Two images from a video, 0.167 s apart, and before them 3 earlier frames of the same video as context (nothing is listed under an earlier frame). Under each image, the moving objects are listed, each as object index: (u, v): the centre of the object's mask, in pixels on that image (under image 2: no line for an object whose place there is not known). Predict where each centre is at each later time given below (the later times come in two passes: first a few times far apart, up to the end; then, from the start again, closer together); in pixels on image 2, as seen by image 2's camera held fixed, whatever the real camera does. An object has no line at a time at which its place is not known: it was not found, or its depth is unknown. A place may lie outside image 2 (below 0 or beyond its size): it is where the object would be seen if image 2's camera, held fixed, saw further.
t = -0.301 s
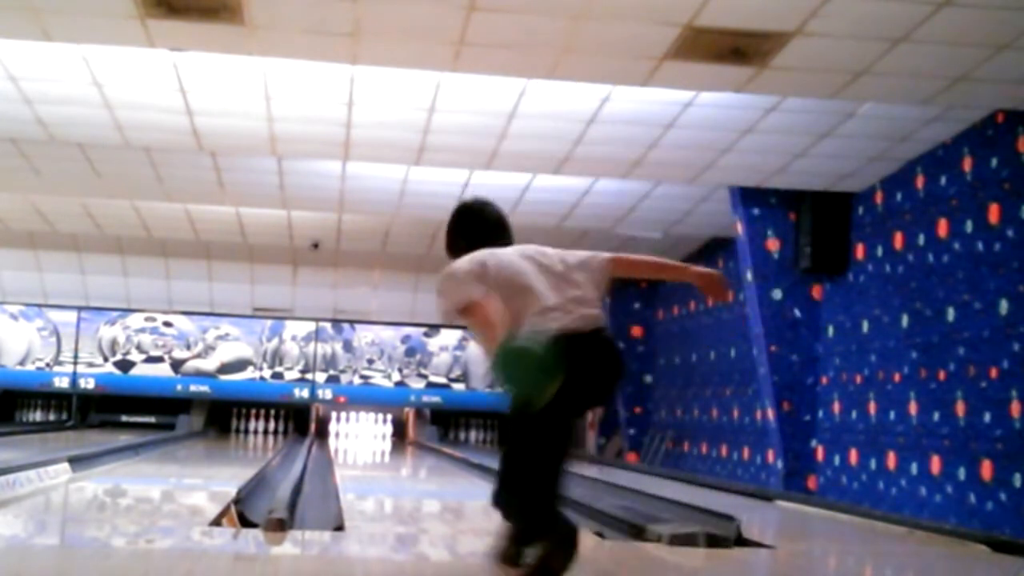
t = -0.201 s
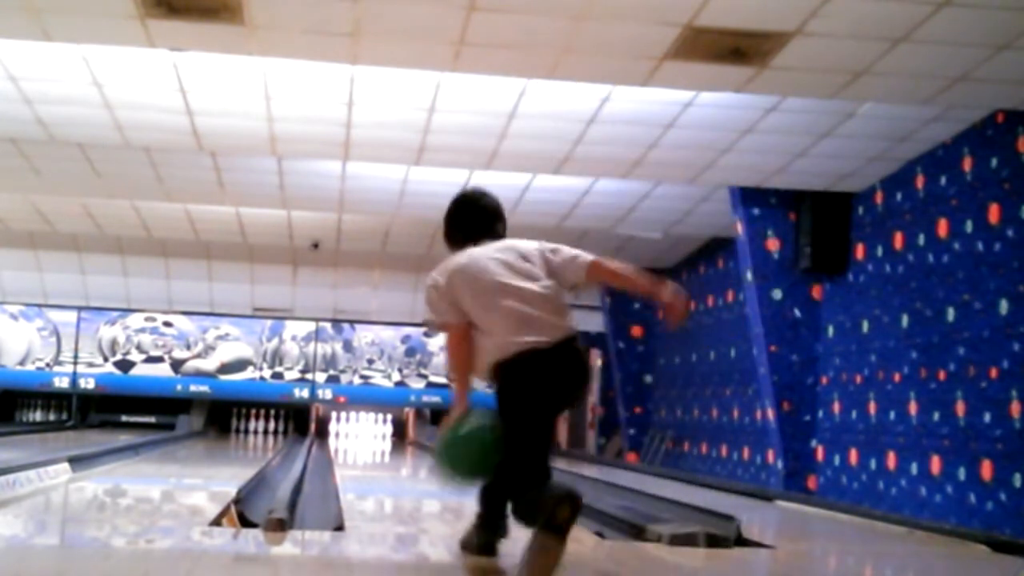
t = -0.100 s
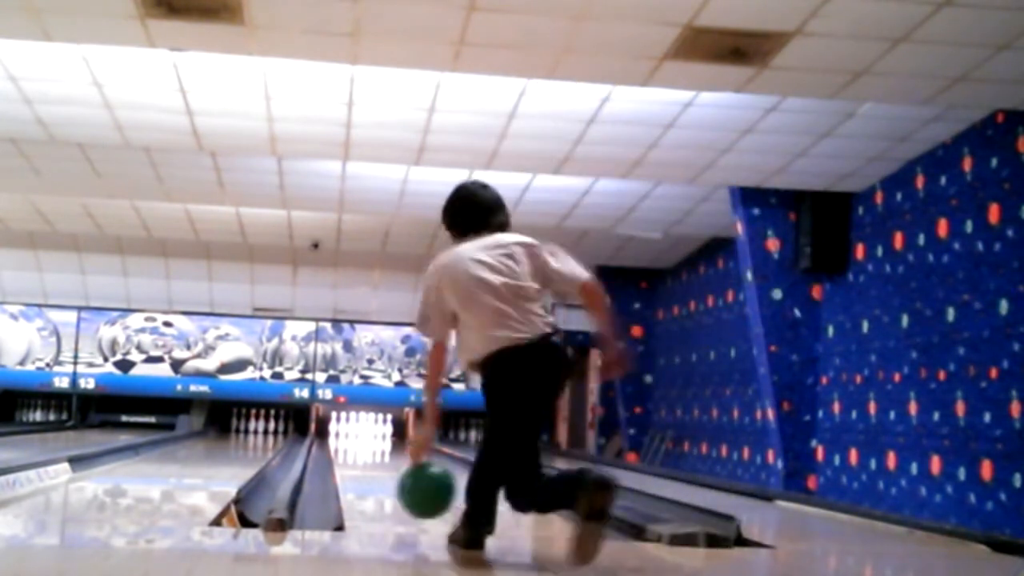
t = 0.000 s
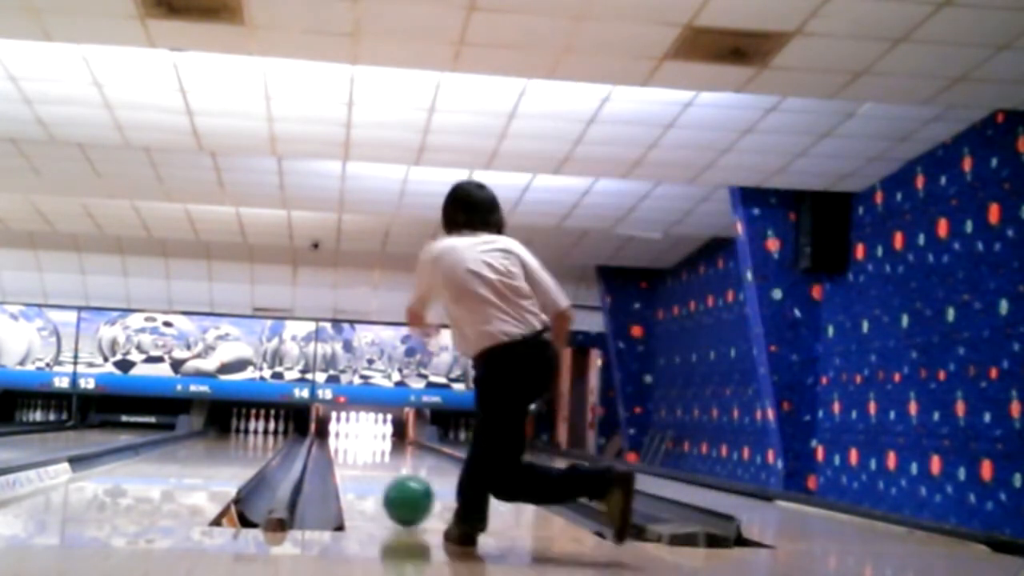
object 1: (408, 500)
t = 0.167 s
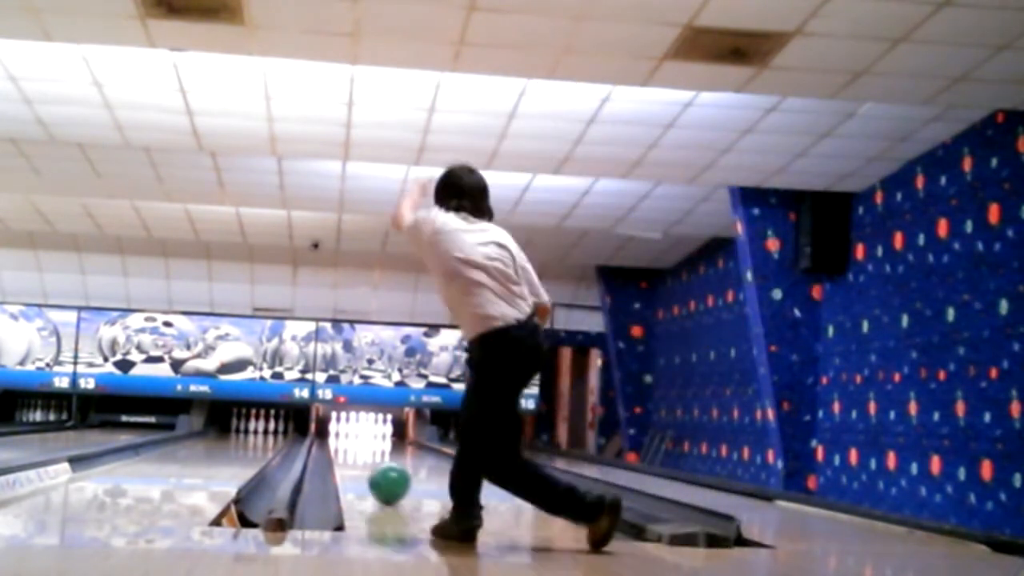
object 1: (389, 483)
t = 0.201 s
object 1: (386, 481)
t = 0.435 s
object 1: (369, 466)
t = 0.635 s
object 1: (361, 458)
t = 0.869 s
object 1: (355, 451)
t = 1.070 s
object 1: (349, 446)
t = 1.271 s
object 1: (347, 441)
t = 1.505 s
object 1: (344, 438)
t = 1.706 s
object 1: (343, 436)
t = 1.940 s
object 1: (343, 434)
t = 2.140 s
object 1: (343, 433)
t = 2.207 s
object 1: (343, 433)
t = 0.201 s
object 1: (386, 481)
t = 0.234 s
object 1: (383, 479)
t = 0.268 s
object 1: (381, 476)
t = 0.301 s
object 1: (378, 473)
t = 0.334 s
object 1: (376, 472)
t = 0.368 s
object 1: (374, 471)
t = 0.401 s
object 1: (371, 467)
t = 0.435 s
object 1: (369, 466)
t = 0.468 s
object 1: (368, 464)
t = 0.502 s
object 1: (367, 463)
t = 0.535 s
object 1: (366, 461)
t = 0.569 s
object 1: (364, 460)
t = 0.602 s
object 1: (362, 459)
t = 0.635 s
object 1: (361, 458)
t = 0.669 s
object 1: (361, 457)
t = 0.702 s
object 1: (359, 456)
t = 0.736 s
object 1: (358, 455)
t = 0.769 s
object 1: (356, 454)
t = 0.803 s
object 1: (356, 452)
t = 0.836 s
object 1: (355, 452)
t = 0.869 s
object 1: (355, 451)
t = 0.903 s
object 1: (353, 449)
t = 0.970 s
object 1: (351, 447)
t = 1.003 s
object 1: (350, 447)
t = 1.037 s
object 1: (350, 446)
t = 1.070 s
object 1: (349, 446)
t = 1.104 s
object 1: (348, 445)
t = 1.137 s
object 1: (348, 444)
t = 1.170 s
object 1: (348, 443)
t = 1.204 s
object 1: (348, 443)
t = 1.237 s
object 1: (347, 442)
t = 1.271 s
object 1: (347, 441)
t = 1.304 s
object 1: (346, 441)
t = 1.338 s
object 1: (347, 441)
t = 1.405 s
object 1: (345, 439)
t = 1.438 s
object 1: (345, 439)
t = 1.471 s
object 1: (345, 438)
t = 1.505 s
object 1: (344, 438)
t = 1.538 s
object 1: (344, 438)
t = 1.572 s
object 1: (344, 438)
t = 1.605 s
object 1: (343, 437)
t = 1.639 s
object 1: (343, 437)
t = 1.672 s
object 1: (343, 437)
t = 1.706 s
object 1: (343, 436)
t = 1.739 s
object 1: (343, 436)
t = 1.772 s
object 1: (343, 435)
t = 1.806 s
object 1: (343, 435)
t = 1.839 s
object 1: (342, 435)
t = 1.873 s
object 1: (342, 435)
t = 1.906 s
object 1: (342, 434)
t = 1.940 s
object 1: (343, 434)
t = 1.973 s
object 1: (343, 434)
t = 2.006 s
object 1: (343, 434)
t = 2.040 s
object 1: (343, 434)
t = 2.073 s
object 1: (343, 434)
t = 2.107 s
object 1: (342, 433)
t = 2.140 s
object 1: (343, 433)
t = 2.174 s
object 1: (343, 433)
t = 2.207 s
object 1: (343, 433)
